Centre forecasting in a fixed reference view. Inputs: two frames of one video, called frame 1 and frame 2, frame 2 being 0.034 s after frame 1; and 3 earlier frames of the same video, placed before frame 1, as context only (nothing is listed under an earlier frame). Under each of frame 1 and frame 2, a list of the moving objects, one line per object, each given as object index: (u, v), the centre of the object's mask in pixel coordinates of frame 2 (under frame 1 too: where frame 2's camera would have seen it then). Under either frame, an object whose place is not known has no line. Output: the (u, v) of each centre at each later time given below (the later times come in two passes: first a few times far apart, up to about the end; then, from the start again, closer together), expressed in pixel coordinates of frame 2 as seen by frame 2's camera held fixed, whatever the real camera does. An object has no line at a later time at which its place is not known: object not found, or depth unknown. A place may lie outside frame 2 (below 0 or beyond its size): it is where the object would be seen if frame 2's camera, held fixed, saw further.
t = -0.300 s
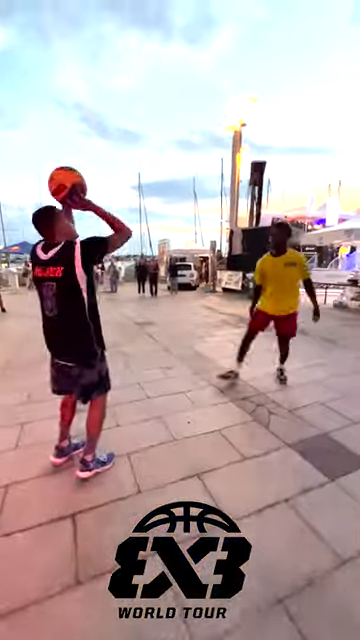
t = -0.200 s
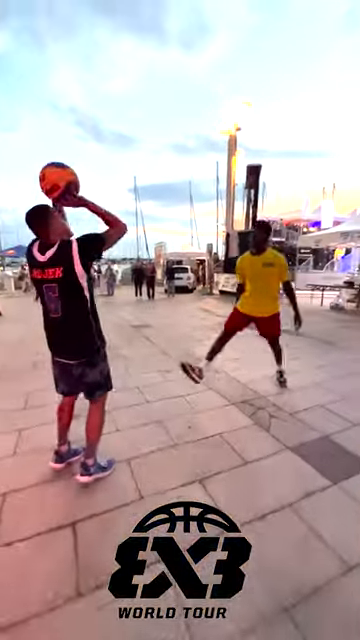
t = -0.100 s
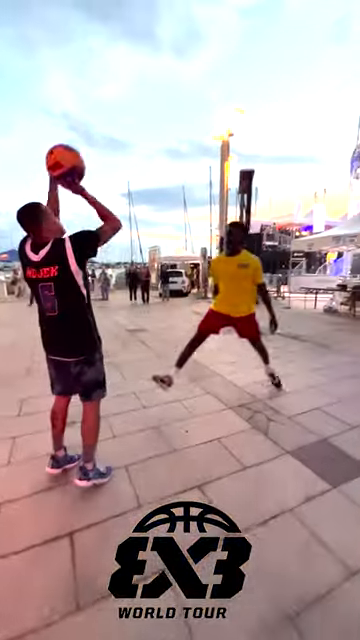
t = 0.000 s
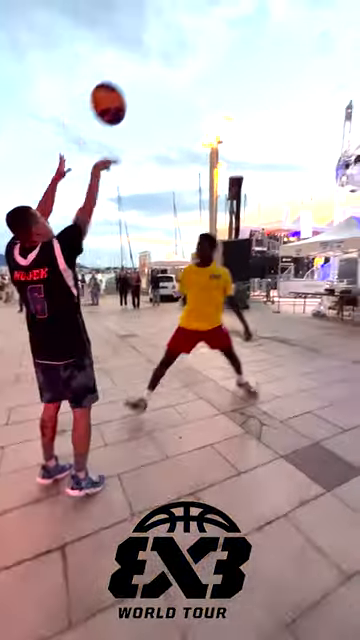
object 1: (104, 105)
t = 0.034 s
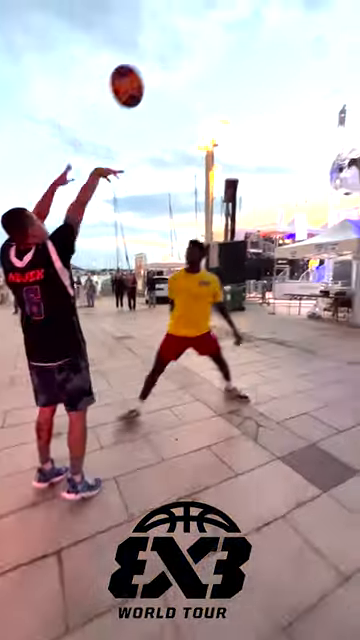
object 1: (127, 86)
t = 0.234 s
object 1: (229, 28)
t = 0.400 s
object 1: (285, 32)
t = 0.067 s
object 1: (147, 70)
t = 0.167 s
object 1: (201, 38)
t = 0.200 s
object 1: (216, 32)
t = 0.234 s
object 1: (229, 28)
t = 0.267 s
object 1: (242, 26)
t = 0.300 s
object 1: (254, 26)
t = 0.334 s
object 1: (266, 27)
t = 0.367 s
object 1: (276, 29)
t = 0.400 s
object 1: (285, 32)
